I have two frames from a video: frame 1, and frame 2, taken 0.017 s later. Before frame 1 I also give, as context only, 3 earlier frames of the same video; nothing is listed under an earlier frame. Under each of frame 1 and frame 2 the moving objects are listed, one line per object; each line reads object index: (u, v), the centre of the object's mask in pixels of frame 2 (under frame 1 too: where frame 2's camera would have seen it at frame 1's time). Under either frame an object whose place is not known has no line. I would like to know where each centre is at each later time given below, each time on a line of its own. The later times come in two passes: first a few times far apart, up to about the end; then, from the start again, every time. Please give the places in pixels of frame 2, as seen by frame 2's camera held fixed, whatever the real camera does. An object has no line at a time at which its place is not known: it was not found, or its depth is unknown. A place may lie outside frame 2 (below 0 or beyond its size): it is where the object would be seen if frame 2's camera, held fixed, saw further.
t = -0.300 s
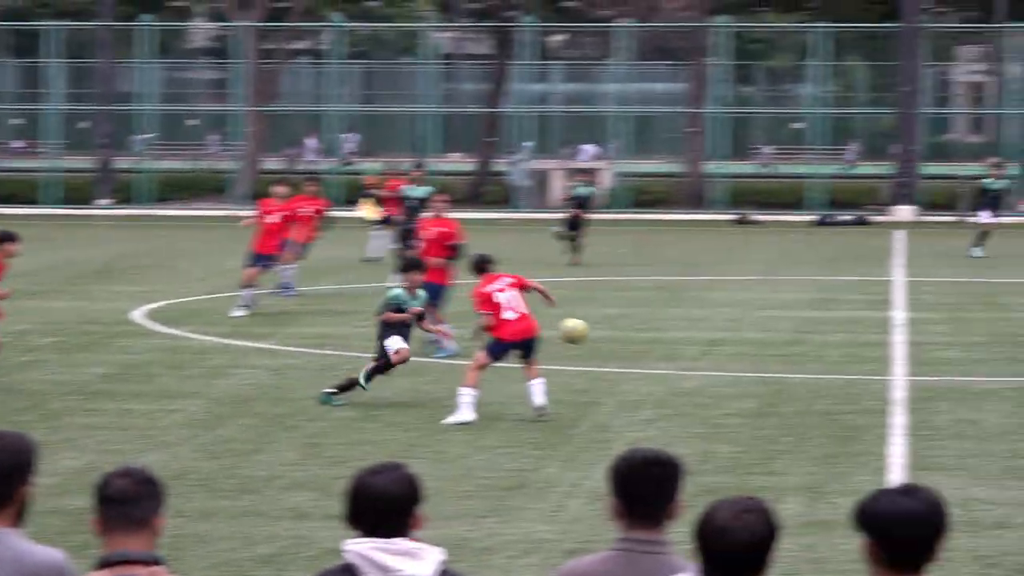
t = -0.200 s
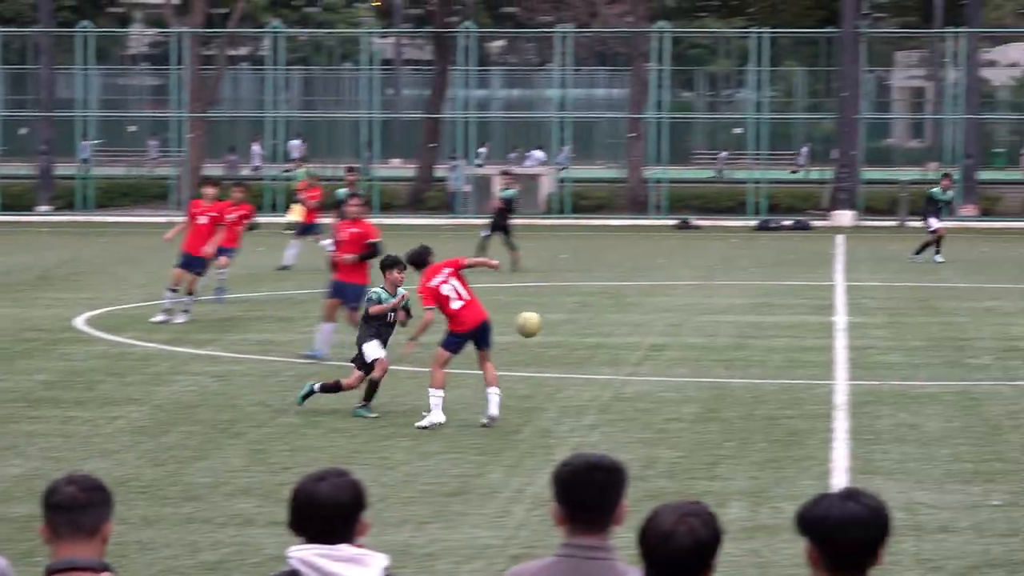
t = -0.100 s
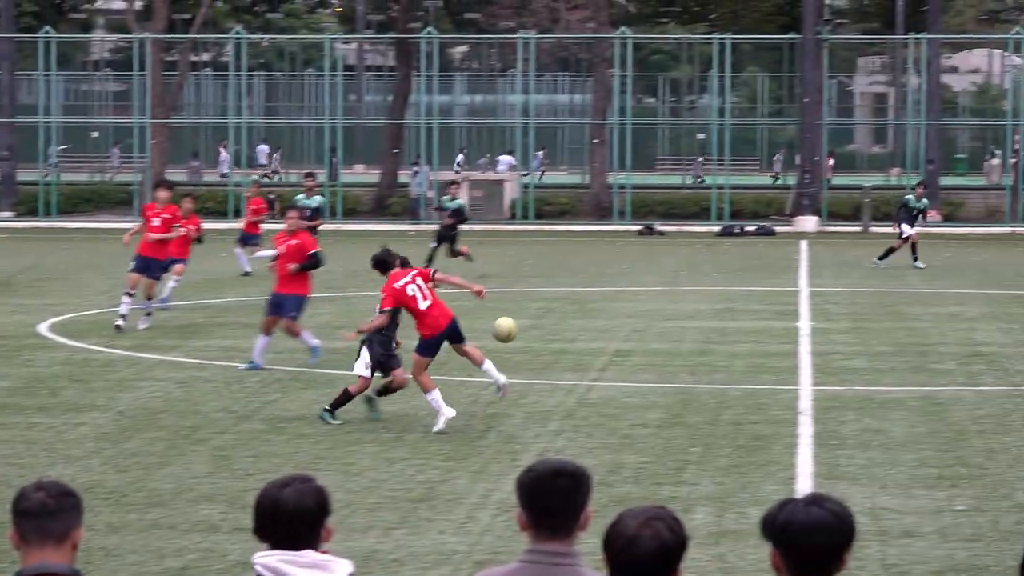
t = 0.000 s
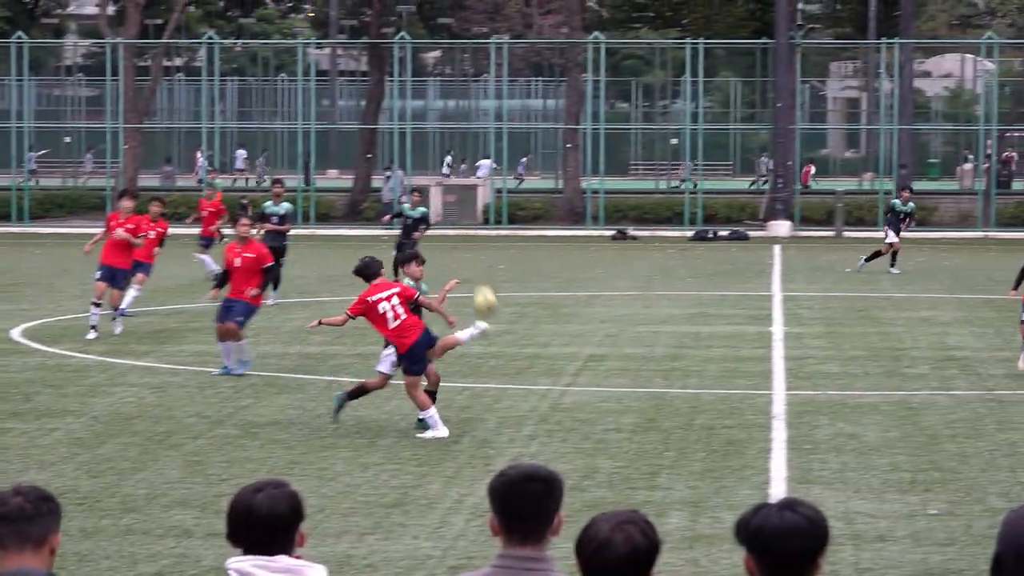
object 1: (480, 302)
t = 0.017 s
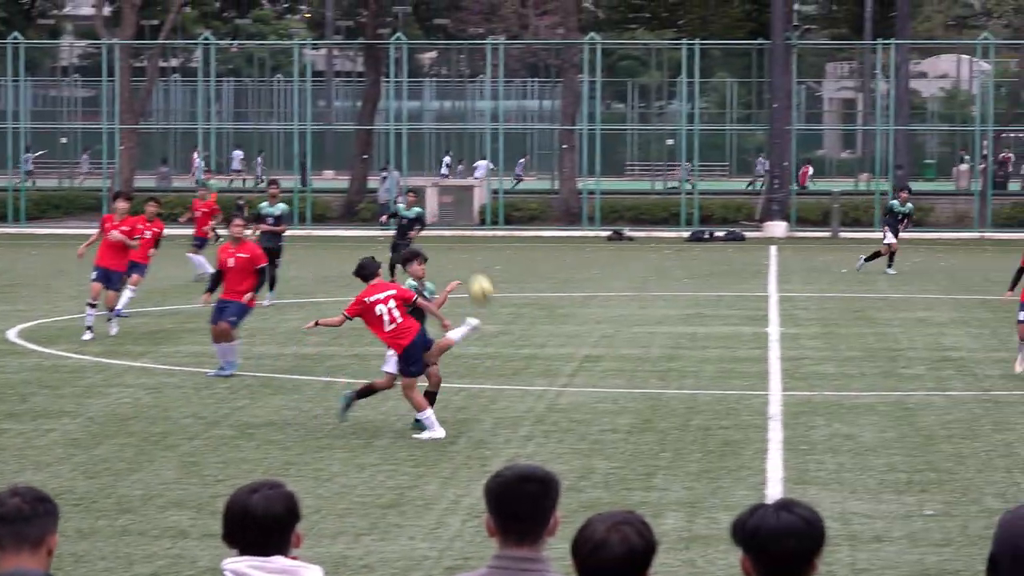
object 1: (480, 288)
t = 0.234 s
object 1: (478, 160)
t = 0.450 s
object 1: (474, 86)
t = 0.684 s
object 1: (471, 68)
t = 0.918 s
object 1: (466, 111)
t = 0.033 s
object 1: (480, 278)
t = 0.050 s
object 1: (480, 267)
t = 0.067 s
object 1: (480, 256)
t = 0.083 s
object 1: (479, 245)
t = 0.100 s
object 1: (479, 234)
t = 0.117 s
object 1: (479, 223)
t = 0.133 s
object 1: (480, 214)
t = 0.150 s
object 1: (479, 205)
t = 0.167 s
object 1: (479, 194)
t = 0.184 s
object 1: (479, 186)
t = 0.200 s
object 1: (478, 177)
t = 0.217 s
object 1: (478, 168)
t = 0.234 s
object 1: (478, 160)
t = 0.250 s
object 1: (477, 152)
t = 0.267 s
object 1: (477, 145)
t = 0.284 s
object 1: (477, 139)
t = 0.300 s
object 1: (477, 132)
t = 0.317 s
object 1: (476, 125)
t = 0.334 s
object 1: (476, 120)
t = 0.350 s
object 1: (476, 114)
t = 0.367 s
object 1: (476, 109)
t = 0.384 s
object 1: (475, 104)
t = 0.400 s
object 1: (475, 99)
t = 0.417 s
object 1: (475, 94)
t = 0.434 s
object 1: (475, 90)
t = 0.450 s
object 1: (474, 86)
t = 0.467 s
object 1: (474, 84)
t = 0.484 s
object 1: (473, 80)
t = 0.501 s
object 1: (473, 77)
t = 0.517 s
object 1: (473, 74)
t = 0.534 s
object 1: (473, 73)
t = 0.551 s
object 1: (472, 71)
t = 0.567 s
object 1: (472, 70)
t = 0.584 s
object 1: (472, 69)
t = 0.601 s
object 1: (472, 68)
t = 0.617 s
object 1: (471, 68)
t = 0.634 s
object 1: (471, 68)
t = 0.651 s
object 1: (471, 67)
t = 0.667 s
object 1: (471, 68)
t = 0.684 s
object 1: (471, 68)
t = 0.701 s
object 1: (470, 69)
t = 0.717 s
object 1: (470, 70)
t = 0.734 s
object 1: (470, 71)
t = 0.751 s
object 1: (469, 73)
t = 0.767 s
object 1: (469, 76)
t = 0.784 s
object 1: (468, 79)
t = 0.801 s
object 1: (468, 81)
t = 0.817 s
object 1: (468, 85)
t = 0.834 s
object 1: (468, 88)
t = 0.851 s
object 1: (467, 92)
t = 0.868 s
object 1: (467, 97)
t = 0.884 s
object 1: (467, 101)
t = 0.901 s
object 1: (467, 106)
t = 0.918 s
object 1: (466, 111)
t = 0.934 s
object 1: (466, 117)
